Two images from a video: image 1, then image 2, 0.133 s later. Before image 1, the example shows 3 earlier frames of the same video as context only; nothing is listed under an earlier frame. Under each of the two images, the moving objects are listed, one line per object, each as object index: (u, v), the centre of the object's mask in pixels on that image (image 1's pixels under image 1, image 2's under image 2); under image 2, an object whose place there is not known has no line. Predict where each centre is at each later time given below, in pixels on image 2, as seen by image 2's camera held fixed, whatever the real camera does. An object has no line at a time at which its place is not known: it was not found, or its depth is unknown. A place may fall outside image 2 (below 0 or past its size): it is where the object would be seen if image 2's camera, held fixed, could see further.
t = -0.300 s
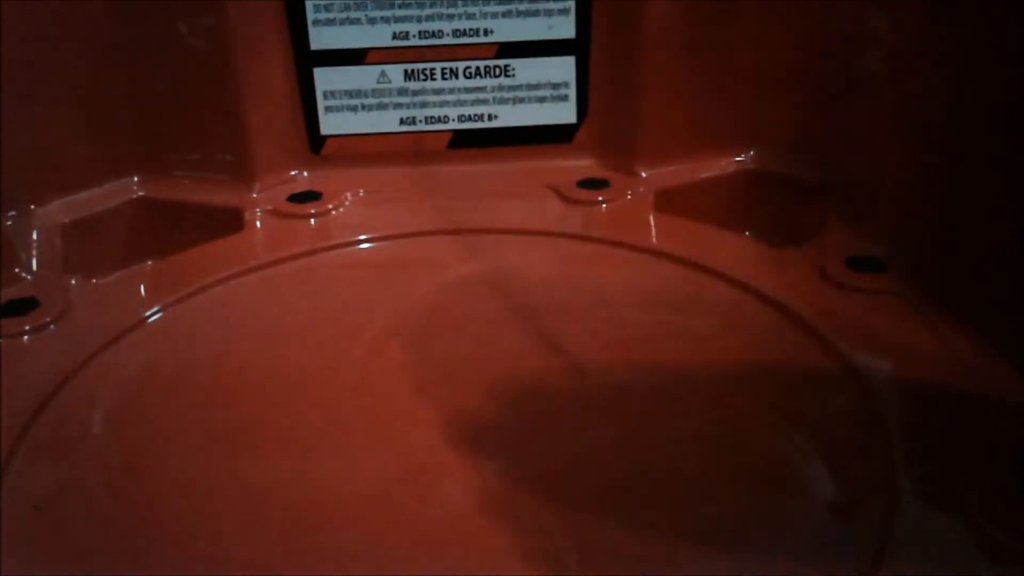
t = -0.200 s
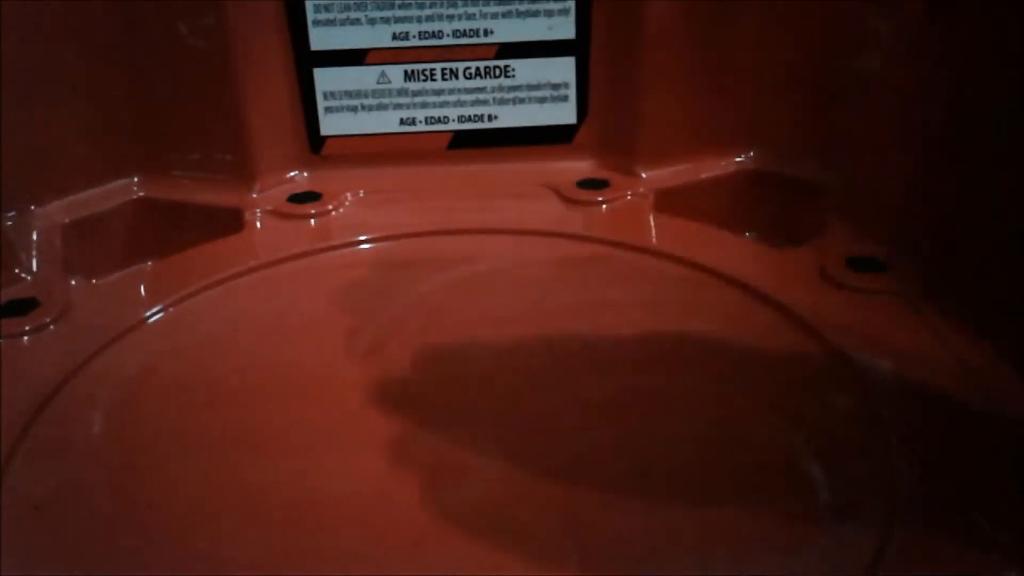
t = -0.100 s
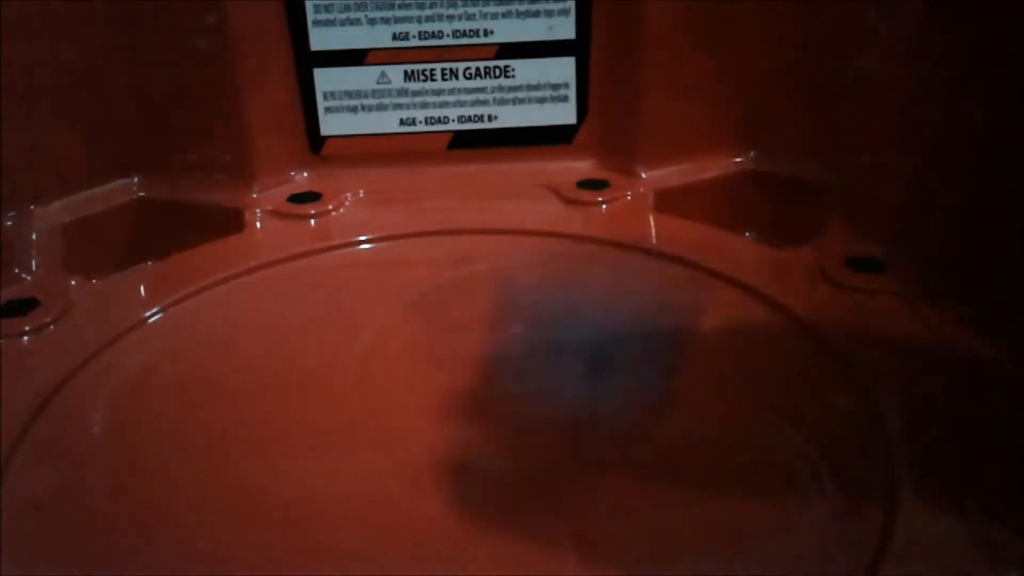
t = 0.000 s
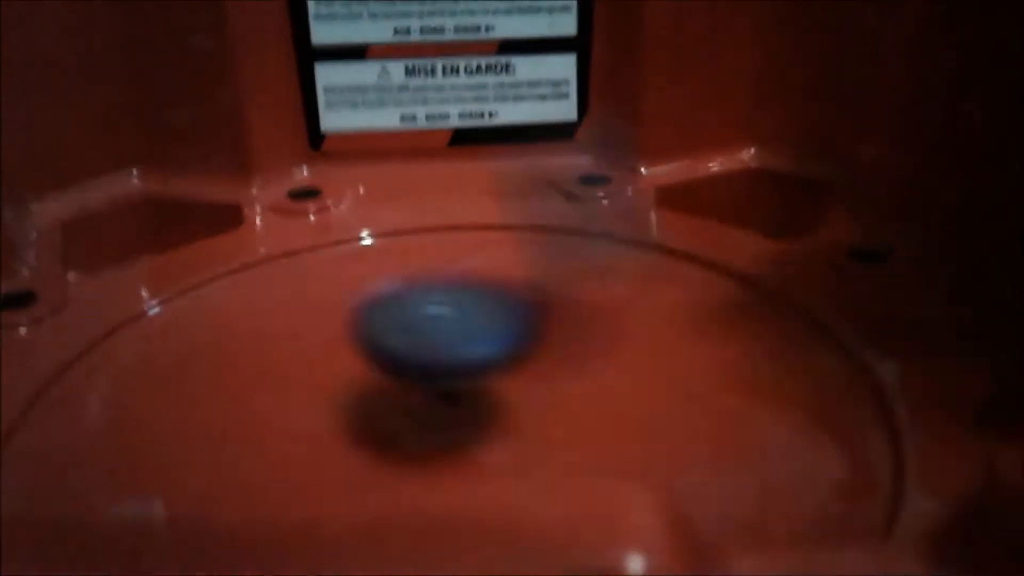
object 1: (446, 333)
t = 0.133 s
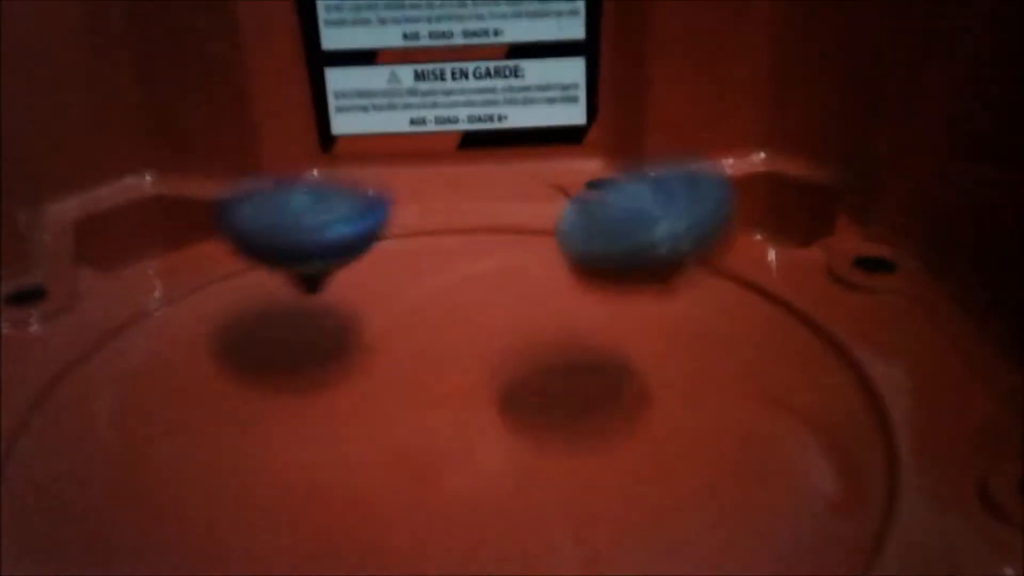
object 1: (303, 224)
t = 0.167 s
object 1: (283, 246)
